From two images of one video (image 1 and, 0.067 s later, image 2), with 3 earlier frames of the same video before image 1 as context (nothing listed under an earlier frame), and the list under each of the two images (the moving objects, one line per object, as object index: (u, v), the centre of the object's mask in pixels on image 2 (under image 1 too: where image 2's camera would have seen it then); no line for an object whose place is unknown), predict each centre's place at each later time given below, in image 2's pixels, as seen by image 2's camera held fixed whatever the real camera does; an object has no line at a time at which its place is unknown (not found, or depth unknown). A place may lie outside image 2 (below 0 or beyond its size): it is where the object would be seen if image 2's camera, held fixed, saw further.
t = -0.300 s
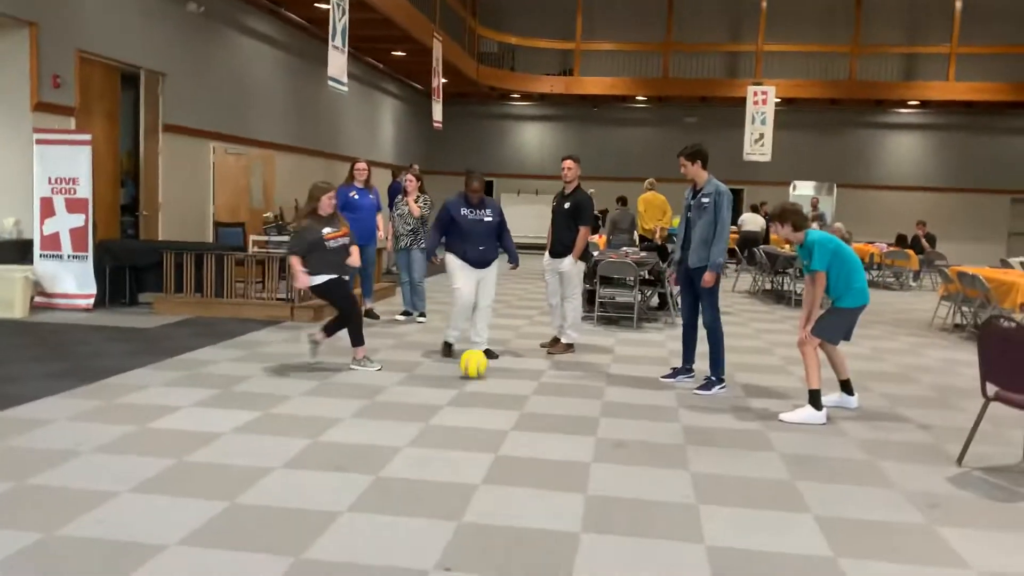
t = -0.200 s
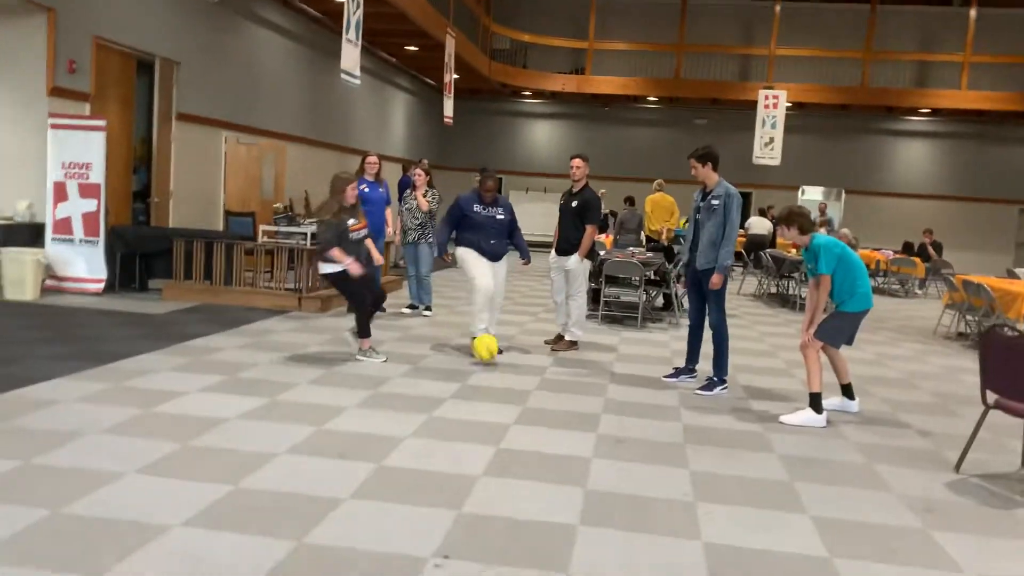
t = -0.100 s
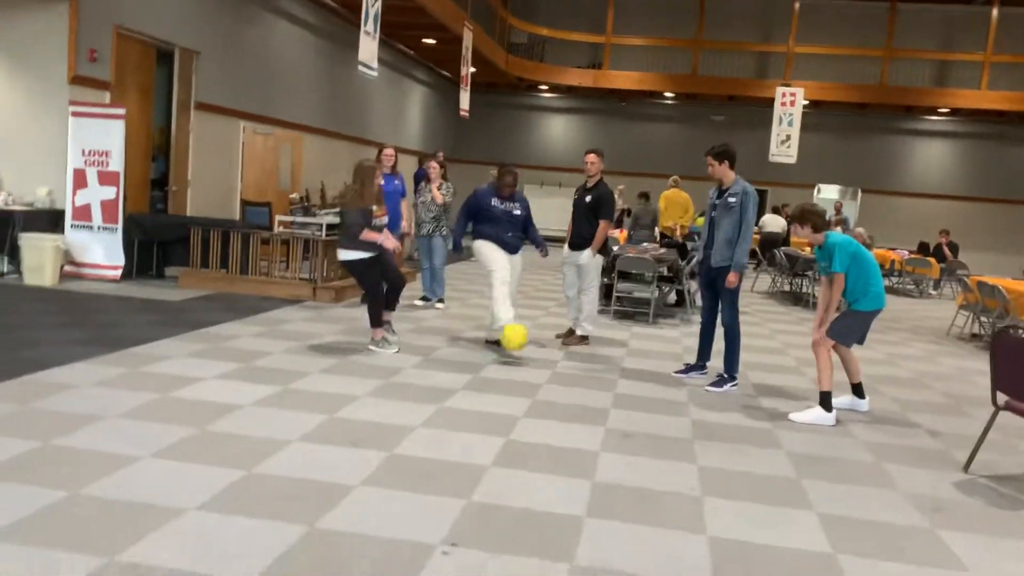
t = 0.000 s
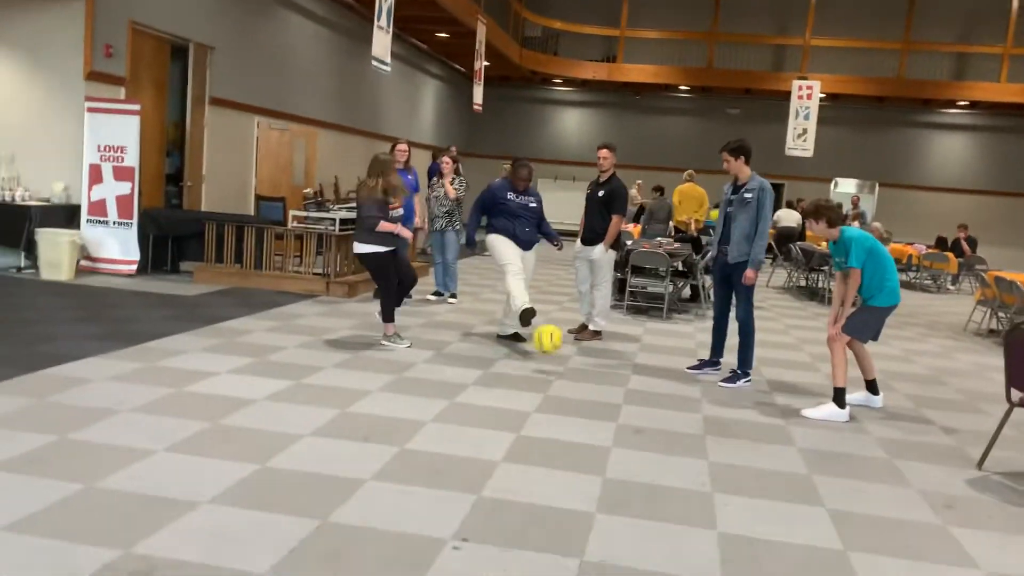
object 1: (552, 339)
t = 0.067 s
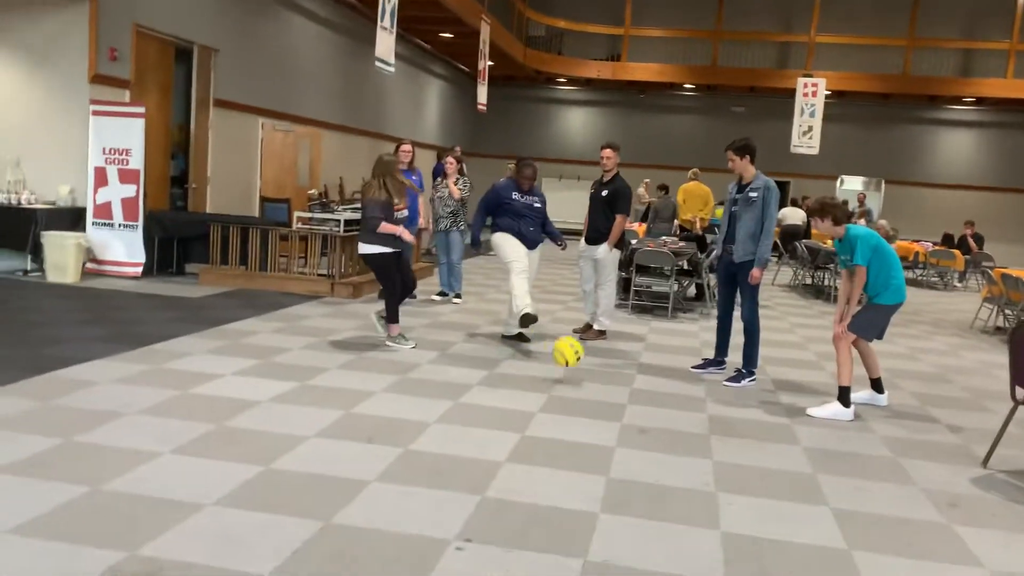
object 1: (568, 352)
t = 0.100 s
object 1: (575, 360)
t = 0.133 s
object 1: (585, 370)
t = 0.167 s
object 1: (594, 382)
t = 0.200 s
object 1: (603, 381)
